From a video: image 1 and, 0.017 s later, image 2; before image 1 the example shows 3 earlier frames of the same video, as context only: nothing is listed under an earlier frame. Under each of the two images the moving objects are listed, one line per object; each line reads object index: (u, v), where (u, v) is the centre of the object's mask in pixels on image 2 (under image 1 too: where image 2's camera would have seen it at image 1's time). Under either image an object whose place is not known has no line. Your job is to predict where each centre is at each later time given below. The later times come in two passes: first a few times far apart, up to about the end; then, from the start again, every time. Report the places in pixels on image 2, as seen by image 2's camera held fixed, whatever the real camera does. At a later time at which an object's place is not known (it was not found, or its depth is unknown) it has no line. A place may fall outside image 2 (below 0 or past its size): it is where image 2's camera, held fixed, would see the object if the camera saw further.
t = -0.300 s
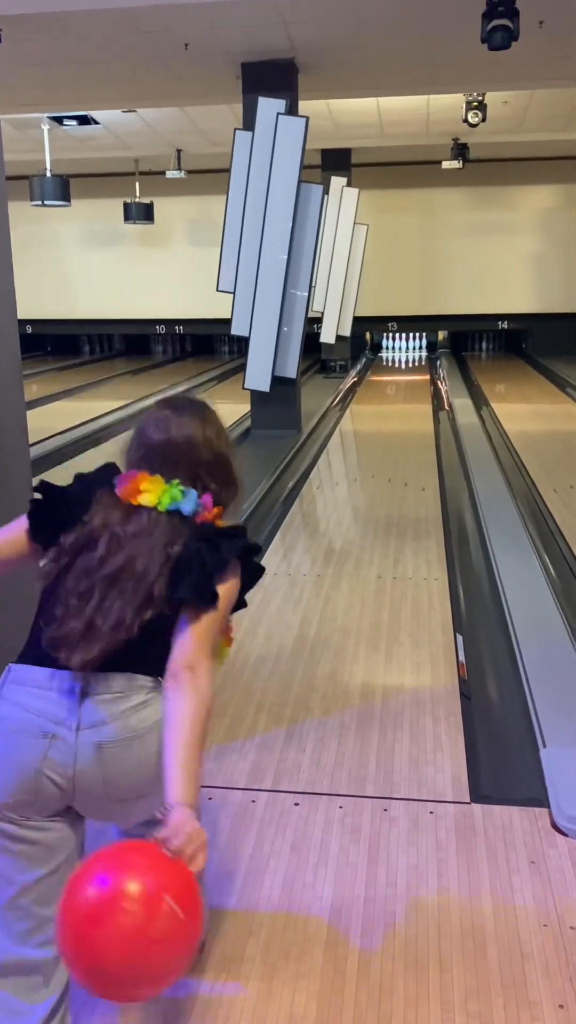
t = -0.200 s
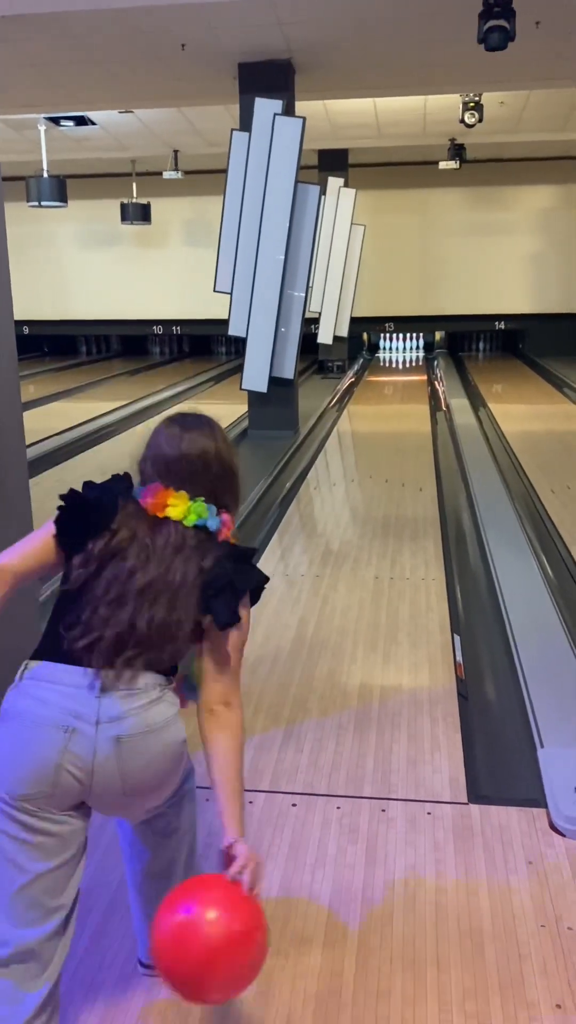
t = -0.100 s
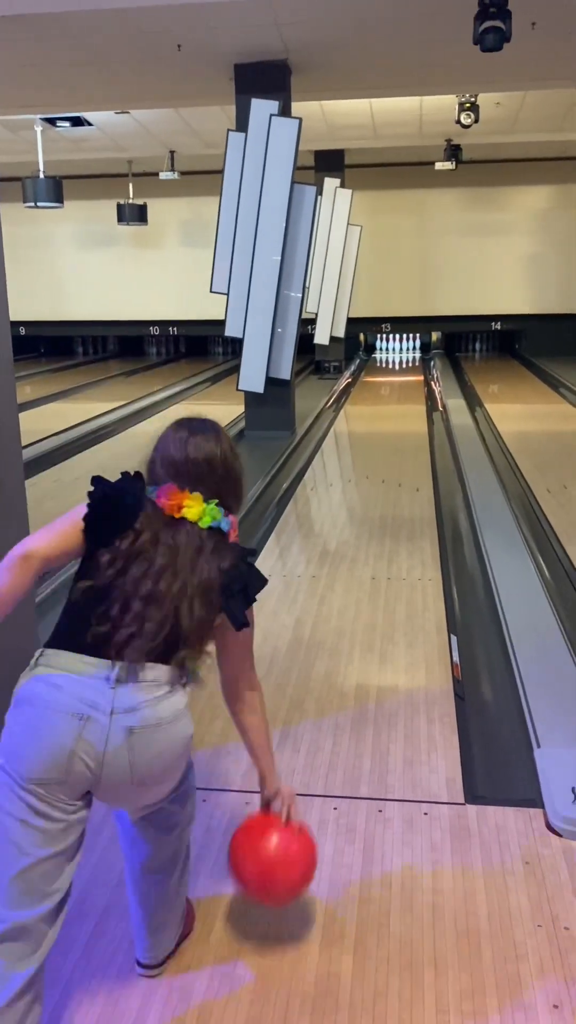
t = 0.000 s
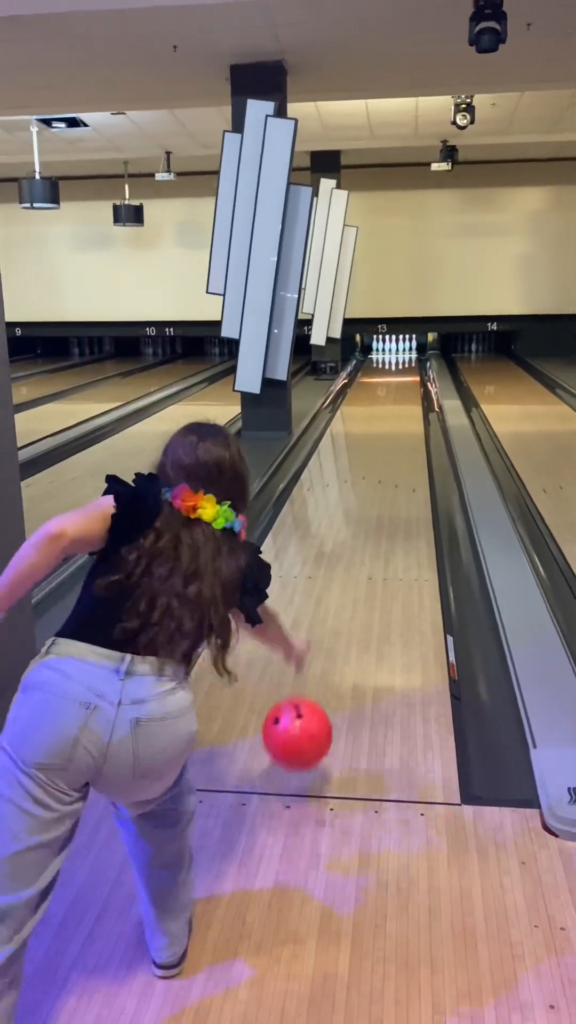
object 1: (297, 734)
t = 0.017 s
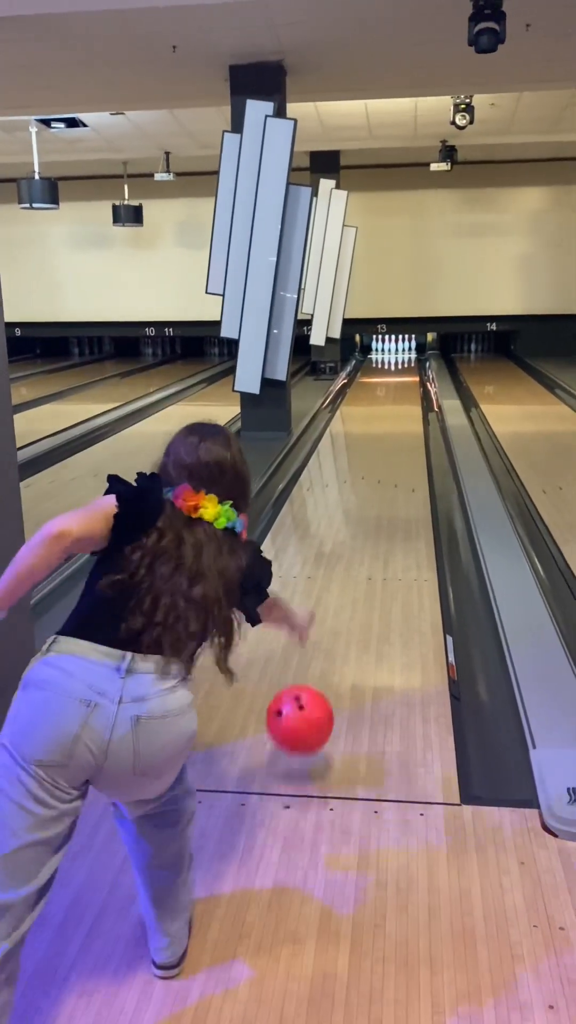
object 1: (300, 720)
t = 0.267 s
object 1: (330, 585)
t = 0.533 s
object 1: (344, 511)
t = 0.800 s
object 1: (352, 465)
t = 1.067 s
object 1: (356, 435)
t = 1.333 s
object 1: (359, 414)
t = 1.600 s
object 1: (360, 399)
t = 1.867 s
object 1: (360, 388)
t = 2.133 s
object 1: (360, 379)
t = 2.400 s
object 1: (360, 371)
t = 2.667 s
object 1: (358, 366)
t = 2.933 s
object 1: (357, 363)
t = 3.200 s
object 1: (359, 360)
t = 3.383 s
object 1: (360, 360)
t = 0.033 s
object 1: (303, 708)
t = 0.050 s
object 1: (306, 697)
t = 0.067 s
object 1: (309, 688)
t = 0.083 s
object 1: (311, 680)
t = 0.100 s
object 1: (314, 673)
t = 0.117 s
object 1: (316, 668)
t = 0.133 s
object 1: (318, 657)
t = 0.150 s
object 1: (320, 644)
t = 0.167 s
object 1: (321, 632)
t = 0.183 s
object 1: (323, 621)
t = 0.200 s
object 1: (324, 613)
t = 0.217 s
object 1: (326, 603)
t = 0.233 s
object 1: (327, 597)
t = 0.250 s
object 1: (329, 590)
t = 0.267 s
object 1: (330, 585)
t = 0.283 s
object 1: (331, 580)
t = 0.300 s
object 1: (332, 576)
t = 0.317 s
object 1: (333, 571)
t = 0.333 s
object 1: (334, 565)
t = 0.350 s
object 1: (335, 559)
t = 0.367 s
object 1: (336, 554)
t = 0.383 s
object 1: (337, 549)
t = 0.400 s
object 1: (338, 545)
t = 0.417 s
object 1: (339, 539)
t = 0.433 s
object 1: (340, 535)
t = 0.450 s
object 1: (341, 531)
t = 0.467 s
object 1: (342, 526)
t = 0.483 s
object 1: (342, 522)
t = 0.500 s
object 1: (343, 518)
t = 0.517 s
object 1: (343, 514)
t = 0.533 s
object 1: (344, 511)
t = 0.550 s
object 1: (345, 507)
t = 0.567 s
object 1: (345, 504)
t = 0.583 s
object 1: (346, 500)
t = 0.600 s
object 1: (346, 497)
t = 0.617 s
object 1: (347, 494)
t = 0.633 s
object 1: (347, 491)
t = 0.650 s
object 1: (348, 488)
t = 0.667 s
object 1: (348, 485)
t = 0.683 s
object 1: (349, 482)
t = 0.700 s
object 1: (349, 479)
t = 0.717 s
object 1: (350, 477)
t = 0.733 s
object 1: (350, 474)
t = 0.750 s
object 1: (351, 472)
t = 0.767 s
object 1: (351, 469)
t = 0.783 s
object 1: (351, 467)
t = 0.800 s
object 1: (352, 465)
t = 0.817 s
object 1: (352, 462)
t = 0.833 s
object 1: (352, 460)
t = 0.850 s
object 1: (353, 458)
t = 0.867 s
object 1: (353, 456)
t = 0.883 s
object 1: (353, 454)
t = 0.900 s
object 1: (354, 452)
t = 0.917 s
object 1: (354, 450)
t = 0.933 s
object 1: (354, 449)
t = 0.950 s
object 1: (354, 447)
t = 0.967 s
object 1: (355, 445)
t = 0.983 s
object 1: (355, 443)
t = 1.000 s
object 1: (355, 442)
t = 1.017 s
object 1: (355, 440)
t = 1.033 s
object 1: (356, 438)
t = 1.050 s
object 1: (356, 437)
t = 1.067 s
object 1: (356, 435)
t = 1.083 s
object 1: (356, 434)
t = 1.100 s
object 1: (356, 432)
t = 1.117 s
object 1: (357, 431)
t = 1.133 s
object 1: (357, 430)
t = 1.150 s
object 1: (357, 428)
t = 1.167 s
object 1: (357, 427)
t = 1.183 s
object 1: (357, 425)
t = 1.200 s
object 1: (357, 424)
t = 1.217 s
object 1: (358, 423)
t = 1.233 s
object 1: (358, 422)
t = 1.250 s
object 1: (358, 420)
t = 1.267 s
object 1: (358, 419)
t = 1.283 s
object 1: (358, 418)
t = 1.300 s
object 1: (358, 417)
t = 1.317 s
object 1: (358, 416)
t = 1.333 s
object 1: (359, 414)
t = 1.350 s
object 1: (359, 413)
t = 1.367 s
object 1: (359, 412)
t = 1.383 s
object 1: (359, 412)
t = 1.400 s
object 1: (359, 410)
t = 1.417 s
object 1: (359, 409)
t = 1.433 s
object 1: (359, 408)
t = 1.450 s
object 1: (359, 407)
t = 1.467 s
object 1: (359, 407)
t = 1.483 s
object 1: (359, 406)
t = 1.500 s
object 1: (359, 405)
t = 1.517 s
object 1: (359, 404)
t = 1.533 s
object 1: (360, 403)
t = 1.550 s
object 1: (359, 402)
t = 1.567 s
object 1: (360, 401)
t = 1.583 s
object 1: (360, 400)
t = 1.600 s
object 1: (360, 399)
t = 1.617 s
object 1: (360, 399)
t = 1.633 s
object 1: (360, 398)
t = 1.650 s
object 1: (360, 397)
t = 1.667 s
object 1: (360, 397)
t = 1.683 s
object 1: (360, 396)
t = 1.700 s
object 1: (360, 395)
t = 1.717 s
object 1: (360, 395)
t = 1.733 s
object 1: (360, 394)
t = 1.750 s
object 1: (360, 393)
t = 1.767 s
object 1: (360, 392)
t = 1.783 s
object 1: (360, 392)
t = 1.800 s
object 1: (360, 391)
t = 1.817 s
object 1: (360, 390)
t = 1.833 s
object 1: (360, 390)
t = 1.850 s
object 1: (360, 389)
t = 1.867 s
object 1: (360, 388)
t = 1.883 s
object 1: (360, 387)
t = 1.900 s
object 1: (360, 386)
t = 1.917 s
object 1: (360, 386)
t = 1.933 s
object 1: (360, 386)
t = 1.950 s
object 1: (360, 385)
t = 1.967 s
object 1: (360, 385)
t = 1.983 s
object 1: (360, 384)
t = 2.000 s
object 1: (360, 383)
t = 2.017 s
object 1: (360, 383)
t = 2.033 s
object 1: (360, 382)
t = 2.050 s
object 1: (360, 381)
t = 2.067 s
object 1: (360, 381)
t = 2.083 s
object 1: (360, 381)
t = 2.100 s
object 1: (360, 380)
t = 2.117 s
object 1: (360, 379)
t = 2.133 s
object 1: (360, 379)
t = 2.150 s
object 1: (360, 378)
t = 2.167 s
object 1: (360, 378)
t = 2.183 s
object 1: (360, 377)
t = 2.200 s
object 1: (360, 377)
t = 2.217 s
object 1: (360, 376)
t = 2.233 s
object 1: (360, 376)
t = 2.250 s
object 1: (360, 375)
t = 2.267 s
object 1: (360, 374)
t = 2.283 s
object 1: (359, 374)
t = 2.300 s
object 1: (359, 374)
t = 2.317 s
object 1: (360, 374)
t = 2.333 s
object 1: (359, 373)
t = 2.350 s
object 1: (359, 372)
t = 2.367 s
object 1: (360, 372)
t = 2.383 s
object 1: (359, 372)
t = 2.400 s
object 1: (360, 371)
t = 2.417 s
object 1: (359, 371)
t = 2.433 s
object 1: (359, 371)
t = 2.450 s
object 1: (359, 370)
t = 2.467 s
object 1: (359, 370)
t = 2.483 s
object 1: (359, 370)
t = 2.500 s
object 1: (359, 368)
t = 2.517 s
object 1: (359, 368)
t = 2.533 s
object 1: (359, 368)
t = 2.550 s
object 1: (359, 367)
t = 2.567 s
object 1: (359, 367)
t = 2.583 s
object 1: (359, 367)
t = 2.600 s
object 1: (359, 366)
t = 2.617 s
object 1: (359, 366)
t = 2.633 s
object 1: (359, 366)
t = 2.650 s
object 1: (358, 366)
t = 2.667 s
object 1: (358, 366)
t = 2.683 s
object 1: (358, 366)
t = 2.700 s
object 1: (358, 366)
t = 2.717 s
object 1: (358, 365)
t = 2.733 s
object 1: (358, 365)
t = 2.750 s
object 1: (357, 365)
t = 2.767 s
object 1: (357, 366)
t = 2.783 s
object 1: (356, 365)
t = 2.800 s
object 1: (356, 365)
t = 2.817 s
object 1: (356, 365)
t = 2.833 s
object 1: (356, 365)
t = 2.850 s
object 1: (356, 364)
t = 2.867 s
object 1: (356, 364)
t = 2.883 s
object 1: (356, 364)
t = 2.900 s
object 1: (357, 363)
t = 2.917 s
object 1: (357, 363)
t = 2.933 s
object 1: (357, 363)
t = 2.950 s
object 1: (357, 363)
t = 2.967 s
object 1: (357, 363)
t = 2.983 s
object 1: (357, 363)
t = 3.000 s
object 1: (358, 363)
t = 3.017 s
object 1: (358, 363)
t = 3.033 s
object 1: (358, 363)
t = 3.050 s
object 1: (358, 362)
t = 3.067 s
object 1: (358, 362)
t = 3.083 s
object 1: (358, 362)
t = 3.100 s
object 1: (358, 361)
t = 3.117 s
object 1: (358, 361)
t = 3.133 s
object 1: (358, 361)
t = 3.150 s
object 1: (359, 361)
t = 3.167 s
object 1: (359, 361)
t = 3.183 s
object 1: (359, 361)
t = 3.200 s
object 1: (359, 360)
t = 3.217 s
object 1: (359, 360)
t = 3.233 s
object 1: (359, 360)
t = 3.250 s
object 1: (359, 360)
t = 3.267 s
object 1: (359, 360)
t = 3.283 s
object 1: (359, 360)
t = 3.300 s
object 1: (359, 360)
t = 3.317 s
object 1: (359, 360)
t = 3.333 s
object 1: (359, 360)
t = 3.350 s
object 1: (360, 359)
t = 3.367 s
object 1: (360, 360)
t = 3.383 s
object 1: (360, 360)
